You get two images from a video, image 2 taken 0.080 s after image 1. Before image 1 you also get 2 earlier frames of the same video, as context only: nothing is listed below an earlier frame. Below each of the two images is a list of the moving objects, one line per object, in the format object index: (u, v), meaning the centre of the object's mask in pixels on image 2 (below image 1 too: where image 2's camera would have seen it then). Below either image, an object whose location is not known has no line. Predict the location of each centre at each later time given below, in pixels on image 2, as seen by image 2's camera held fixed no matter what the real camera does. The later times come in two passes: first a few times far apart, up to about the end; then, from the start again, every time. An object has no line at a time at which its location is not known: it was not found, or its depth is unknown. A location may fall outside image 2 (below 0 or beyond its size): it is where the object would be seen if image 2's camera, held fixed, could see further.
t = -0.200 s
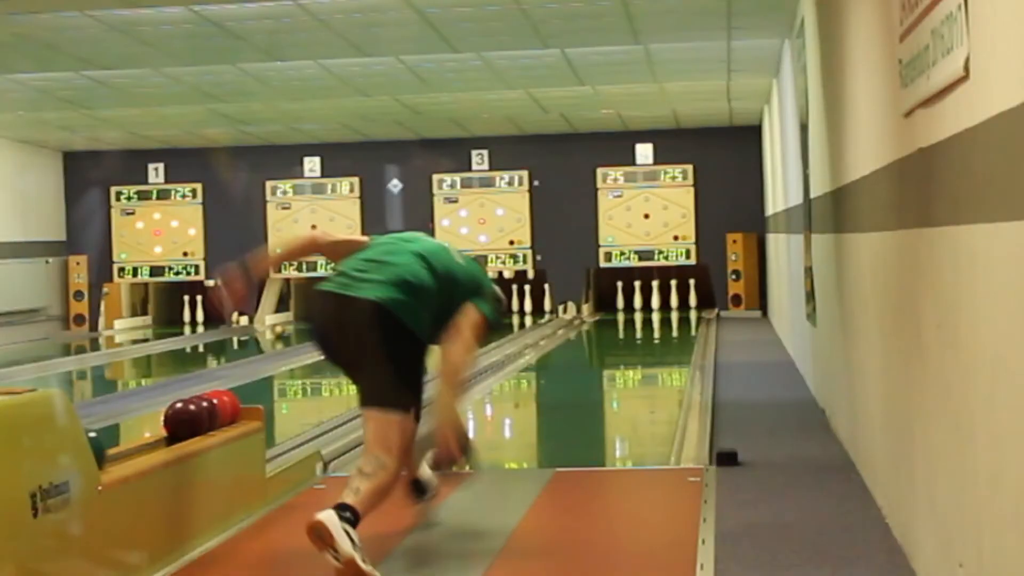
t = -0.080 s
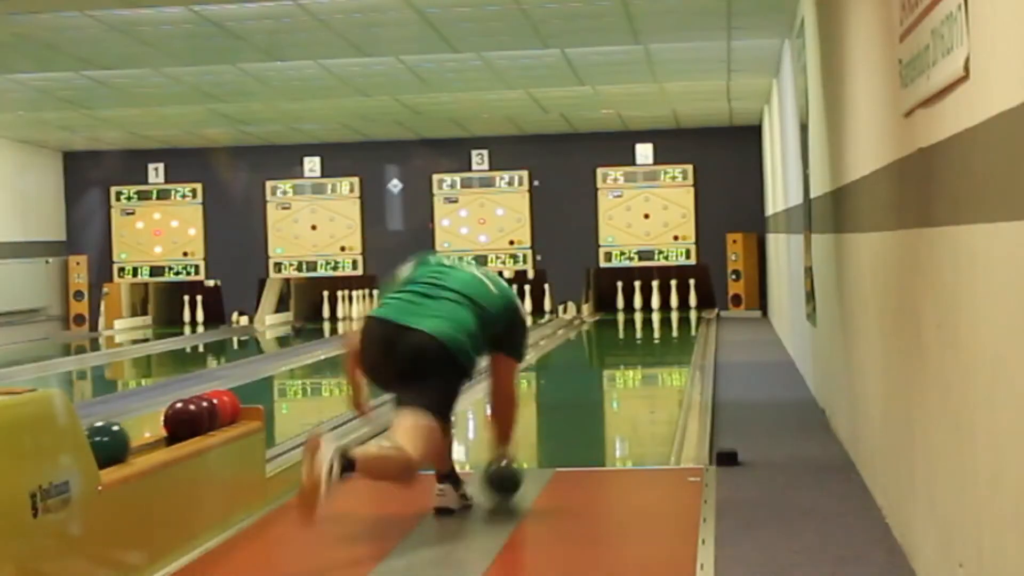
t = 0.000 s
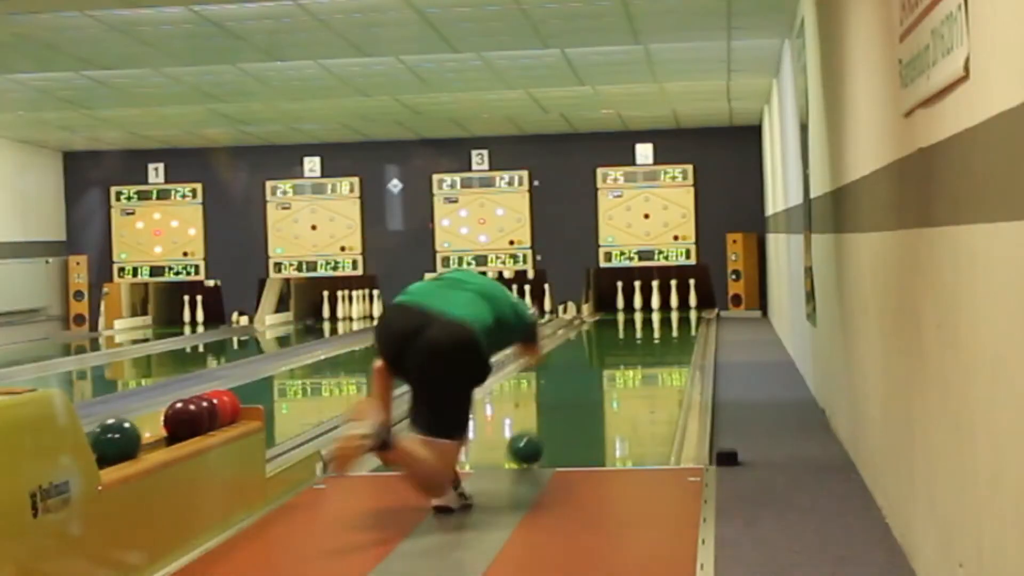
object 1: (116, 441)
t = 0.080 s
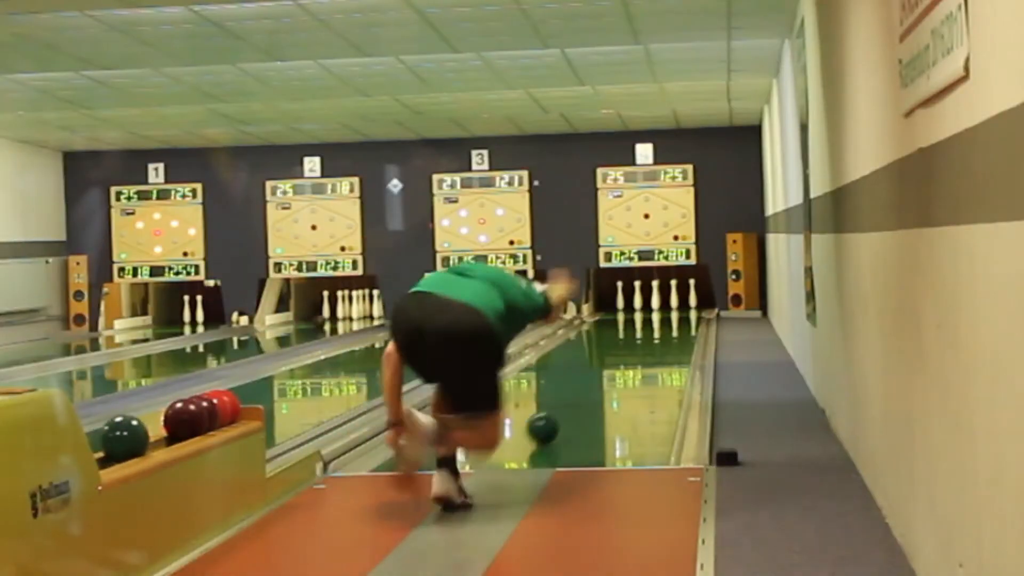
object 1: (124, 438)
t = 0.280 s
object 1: (138, 435)
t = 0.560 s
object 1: (156, 429)
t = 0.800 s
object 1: (171, 424)
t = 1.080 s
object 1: (176, 423)
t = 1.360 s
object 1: (176, 423)
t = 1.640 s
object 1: (176, 423)
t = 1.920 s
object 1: (176, 423)
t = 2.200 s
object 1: (176, 423)
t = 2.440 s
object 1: (176, 423)
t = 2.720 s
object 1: (176, 423)
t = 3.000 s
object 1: (176, 423)
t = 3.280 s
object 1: (176, 423)
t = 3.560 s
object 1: (176, 423)
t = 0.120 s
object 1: (128, 437)
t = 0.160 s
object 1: (130, 437)
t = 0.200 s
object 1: (133, 436)
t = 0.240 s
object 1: (135, 435)
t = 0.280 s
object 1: (138, 435)
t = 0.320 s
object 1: (141, 433)
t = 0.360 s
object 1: (144, 433)
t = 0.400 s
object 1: (146, 432)
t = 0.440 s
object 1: (149, 431)
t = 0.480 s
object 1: (151, 430)
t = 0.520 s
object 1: (154, 429)
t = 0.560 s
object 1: (156, 429)
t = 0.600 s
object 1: (159, 428)
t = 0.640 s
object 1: (161, 427)
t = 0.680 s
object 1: (164, 427)
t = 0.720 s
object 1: (166, 426)
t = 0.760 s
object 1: (169, 425)
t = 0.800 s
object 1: (171, 424)
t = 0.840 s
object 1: (173, 424)
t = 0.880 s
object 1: (174, 424)
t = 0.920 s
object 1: (175, 423)
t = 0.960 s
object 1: (176, 423)
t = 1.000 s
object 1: (176, 423)
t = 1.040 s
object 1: (176, 423)
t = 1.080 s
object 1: (176, 423)
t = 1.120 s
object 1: (176, 423)
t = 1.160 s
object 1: (176, 423)
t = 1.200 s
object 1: (176, 423)
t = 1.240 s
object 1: (176, 423)
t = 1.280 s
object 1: (176, 423)
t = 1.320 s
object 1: (176, 423)
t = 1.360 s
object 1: (176, 423)
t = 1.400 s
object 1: (176, 423)
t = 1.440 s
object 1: (176, 423)
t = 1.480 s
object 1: (176, 423)
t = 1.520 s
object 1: (176, 423)
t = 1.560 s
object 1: (176, 423)
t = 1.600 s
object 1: (176, 423)
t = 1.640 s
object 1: (176, 423)
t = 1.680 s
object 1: (176, 423)
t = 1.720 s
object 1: (176, 423)
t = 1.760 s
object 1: (176, 423)
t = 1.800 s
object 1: (176, 423)
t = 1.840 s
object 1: (176, 423)
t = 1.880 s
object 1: (176, 423)
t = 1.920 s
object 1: (176, 423)
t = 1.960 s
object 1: (176, 423)
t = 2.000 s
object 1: (176, 423)
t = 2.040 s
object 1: (176, 423)
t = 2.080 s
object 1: (176, 423)
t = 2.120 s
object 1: (176, 423)
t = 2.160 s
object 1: (176, 423)
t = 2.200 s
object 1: (176, 423)
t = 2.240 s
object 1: (176, 423)
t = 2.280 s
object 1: (176, 423)
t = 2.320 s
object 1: (176, 423)
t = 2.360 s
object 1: (176, 423)
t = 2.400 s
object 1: (176, 423)
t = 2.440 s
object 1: (176, 423)
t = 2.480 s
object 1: (176, 423)
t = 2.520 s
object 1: (176, 423)
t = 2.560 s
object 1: (176, 423)
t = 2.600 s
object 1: (176, 423)
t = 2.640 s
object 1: (176, 423)
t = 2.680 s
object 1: (176, 423)
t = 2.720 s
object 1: (176, 423)
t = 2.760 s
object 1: (176, 423)
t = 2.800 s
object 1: (176, 423)
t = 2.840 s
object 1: (176, 423)
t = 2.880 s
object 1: (176, 423)
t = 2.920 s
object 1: (176, 423)
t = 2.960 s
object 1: (176, 423)
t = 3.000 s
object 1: (176, 423)
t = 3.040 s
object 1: (176, 423)
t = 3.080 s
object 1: (176, 423)
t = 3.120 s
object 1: (176, 423)
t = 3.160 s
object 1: (176, 423)
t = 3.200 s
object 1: (176, 423)
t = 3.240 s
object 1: (176, 423)
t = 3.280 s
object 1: (176, 423)
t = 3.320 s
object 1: (176, 423)
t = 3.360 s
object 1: (176, 423)
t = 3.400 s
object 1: (176, 423)
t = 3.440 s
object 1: (176, 423)
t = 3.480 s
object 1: (176, 423)
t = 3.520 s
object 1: (176, 423)
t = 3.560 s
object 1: (176, 423)
